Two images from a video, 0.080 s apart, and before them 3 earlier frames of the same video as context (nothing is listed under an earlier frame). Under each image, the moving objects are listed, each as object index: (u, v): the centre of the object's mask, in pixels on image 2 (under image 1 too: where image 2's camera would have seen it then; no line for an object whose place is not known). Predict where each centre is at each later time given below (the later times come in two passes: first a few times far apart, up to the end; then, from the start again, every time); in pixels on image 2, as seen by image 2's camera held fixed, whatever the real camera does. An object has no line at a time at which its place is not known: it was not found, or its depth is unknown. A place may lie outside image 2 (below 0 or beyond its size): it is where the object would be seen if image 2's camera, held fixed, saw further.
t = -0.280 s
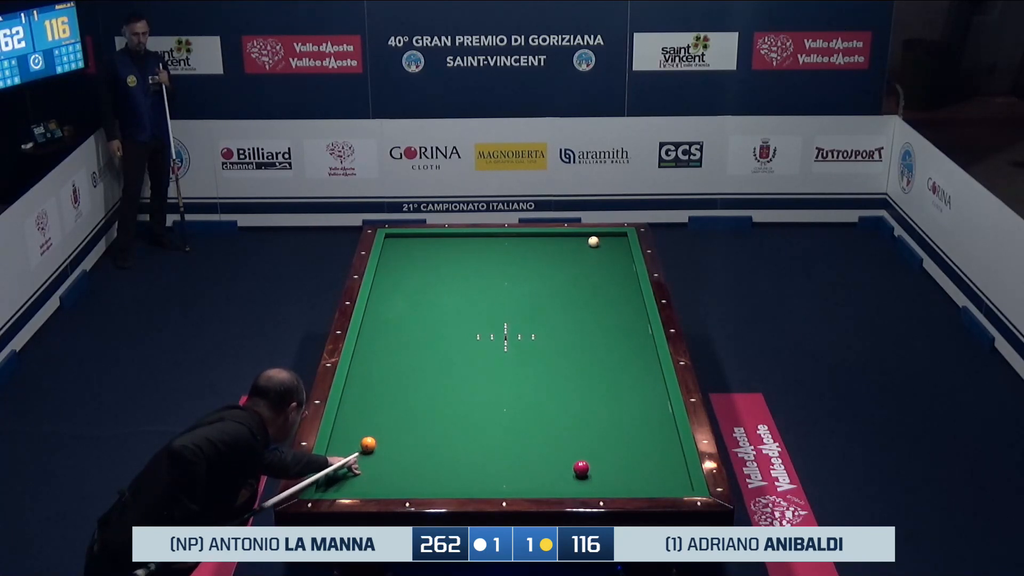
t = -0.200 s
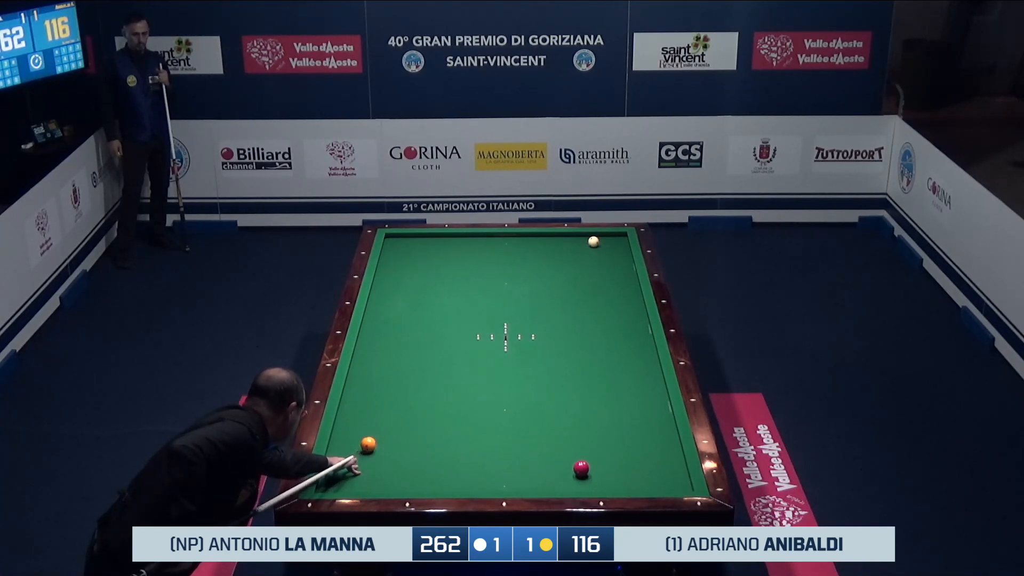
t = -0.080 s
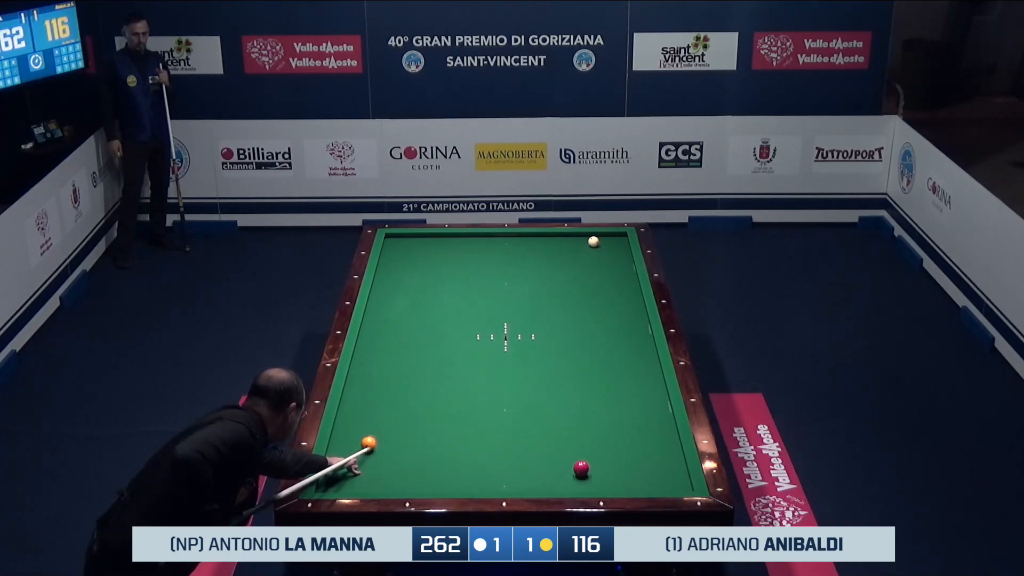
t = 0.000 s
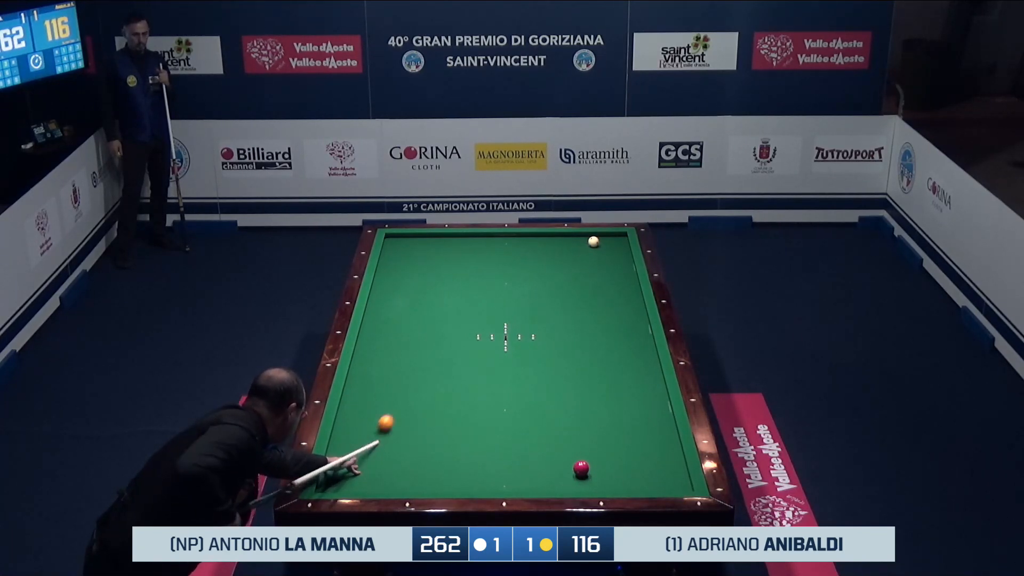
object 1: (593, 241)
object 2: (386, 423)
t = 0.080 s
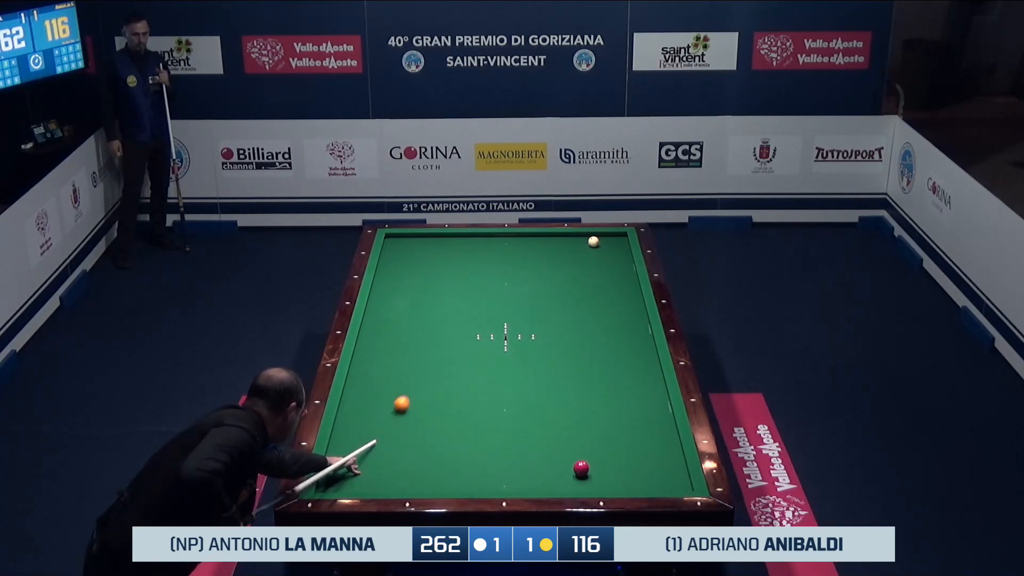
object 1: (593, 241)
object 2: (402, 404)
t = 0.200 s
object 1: (593, 241)
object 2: (423, 379)
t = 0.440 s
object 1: (593, 241)
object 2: (459, 341)
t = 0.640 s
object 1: (594, 241)
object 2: (483, 318)
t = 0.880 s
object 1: (593, 241)
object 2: (509, 294)
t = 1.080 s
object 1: (593, 241)
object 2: (529, 276)
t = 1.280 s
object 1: (593, 241)
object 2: (548, 259)
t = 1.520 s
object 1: (593, 241)
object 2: (568, 240)
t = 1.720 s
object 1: (599, 243)
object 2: (587, 239)
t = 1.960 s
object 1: (627, 254)
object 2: (593, 239)
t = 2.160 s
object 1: (616, 260)
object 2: (599, 239)
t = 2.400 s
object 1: (605, 267)
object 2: (606, 239)
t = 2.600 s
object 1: (597, 273)
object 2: (611, 239)
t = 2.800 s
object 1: (588, 280)
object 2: (616, 239)
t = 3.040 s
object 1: (577, 287)
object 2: (621, 238)
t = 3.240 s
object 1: (568, 294)
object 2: (622, 238)
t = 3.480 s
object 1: (557, 301)
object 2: (620, 239)
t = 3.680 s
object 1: (547, 307)
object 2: (618, 239)
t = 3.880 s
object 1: (538, 314)
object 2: (617, 240)
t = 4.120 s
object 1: (527, 321)
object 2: (616, 240)
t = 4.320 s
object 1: (517, 328)
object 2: (615, 240)
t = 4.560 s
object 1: (506, 335)
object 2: (614, 240)
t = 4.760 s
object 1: (496, 342)
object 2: (614, 240)
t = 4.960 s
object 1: (487, 348)
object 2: (614, 240)
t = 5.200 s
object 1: (476, 356)
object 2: (614, 240)
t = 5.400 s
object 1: (467, 362)
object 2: (614, 240)
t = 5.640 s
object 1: (455, 370)
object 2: (614, 240)
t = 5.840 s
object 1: (446, 377)
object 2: (614, 240)
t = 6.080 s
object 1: (435, 384)
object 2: (614, 240)
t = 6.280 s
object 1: (425, 390)
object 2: (614, 240)
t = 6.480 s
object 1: (416, 397)
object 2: (614, 240)
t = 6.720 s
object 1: (405, 404)
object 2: (614, 240)
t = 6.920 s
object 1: (397, 410)
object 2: (614, 240)
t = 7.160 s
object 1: (386, 418)
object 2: (614, 240)
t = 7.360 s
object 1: (378, 424)
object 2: (614, 240)
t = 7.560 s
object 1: (369, 429)
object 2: (614, 240)
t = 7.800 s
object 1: (359, 437)
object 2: (614, 240)
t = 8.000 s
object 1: (350, 443)
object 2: (614, 240)
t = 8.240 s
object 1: (340, 450)
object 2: (614, 240)
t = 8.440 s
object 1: (333, 455)
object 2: (614, 240)
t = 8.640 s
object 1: (334, 459)
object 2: (614, 240)
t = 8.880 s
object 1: (337, 464)
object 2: (614, 240)
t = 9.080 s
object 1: (339, 468)
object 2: (614, 240)
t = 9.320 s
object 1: (342, 472)
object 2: (614, 240)
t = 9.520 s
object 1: (344, 476)
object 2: (614, 240)
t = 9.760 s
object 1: (346, 480)
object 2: (614, 240)
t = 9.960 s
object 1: (348, 483)
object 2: (614, 240)
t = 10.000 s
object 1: (349, 483)
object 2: (614, 240)
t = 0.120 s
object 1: (593, 241)
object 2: (409, 395)
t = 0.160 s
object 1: (593, 241)
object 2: (416, 387)
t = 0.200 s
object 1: (593, 241)
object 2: (423, 379)
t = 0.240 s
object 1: (593, 241)
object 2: (430, 371)
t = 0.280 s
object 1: (593, 241)
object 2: (436, 364)
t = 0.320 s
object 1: (594, 241)
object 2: (442, 358)
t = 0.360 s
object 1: (593, 241)
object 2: (448, 352)
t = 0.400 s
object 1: (593, 241)
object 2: (453, 346)
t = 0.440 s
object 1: (593, 241)
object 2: (459, 341)
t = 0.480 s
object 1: (594, 241)
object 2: (464, 336)
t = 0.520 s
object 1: (593, 241)
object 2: (469, 331)
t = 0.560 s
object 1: (594, 241)
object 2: (474, 327)
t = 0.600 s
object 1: (593, 241)
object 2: (478, 322)
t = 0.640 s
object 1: (594, 241)
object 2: (483, 318)
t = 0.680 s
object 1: (593, 241)
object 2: (487, 314)
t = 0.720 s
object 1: (593, 241)
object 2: (492, 310)
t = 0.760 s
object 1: (593, 241)
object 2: (496, 306)
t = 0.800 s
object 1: (594, 241)
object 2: (501, 302)
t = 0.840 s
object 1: (594, 241)
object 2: (505, 298)
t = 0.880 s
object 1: (593, 241)
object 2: (509, 294)
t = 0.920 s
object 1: (593, 241)
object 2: (513, 290)
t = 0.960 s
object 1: (593, 241)
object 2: (517, 286)
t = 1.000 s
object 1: (593, 241)
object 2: (521, 283)
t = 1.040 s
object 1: (593, 241)
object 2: (525, 279)
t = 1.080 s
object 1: (593, 241)
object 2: (529, 276)
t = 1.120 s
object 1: (593, 241)
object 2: (533, 272)
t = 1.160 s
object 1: (593, 241)
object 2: (537, 269)
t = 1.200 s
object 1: (593, 241)
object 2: (540, 265)
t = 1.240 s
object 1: (593, 241)
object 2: (544, 262)
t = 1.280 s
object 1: (593, 241)
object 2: (548, 259)
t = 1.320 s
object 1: (593, 241)
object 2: (551, 256)
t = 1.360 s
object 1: (593, 241)
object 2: (555, 252)
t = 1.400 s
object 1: (593, 241)
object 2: (558, 249)
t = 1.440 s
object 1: (593, 241)
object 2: (561, 246)
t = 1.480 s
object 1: (593, 241)
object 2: (565, 243)
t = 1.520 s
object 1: (593, 241)
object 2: (568, 240)
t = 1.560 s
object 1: (593, 241)
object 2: (571, 237)
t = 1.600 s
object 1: (593, 241)
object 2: (574, 234)
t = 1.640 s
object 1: (593, 241)
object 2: (580, 236)
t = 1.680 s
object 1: (594, 241)
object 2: (585, 238)
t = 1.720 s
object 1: (599, 243)
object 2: (587, 239)
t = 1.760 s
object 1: (604, 245)
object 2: (587, 239)
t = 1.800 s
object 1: (609, 247)
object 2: (589, 239)
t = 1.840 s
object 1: (614, 249)
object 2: (590, 239)
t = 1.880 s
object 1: (619, 251)
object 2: (591, 239)
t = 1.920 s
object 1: (624, 252)
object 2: (592, 239)
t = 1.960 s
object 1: (627, 254)
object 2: (593, 239)
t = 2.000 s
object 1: (624, 255)
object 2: (595, 239)
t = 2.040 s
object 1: (622, 256)
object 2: (596, 239)
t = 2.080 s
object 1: (620, 258)
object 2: (597, 239)
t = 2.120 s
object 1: (618, 259)
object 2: (598, 239)
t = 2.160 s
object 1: (616, 260)
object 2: (599, 239)
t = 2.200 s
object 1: (615, 261)
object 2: (600, 239)
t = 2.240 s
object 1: (613, 263)
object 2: (601, 239)
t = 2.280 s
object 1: (611, 264)
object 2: (603, 239)
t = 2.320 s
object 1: (609, 265)
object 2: (604, 239)
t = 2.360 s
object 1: (607, 266)
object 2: (605, 239)
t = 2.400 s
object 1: (605, 267)
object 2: (606, 239)
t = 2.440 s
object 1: (604, 269)
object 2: (607, 239)
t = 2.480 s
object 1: (602, 270)
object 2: (608, 239)
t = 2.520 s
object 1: (600, 271)
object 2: (609, 239)
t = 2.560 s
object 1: (598, 272)
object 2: (610, 239)
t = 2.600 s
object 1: (597, 273)
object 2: (611, 239)
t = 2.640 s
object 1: (595, 275)
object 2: (612, 239)
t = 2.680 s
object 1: (593, 276)
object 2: (613, 239)
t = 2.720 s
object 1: (591, 277)
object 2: (614, 239)
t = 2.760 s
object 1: (589, 279)
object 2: (615, 238)
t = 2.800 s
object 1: (588, 280)
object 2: (616, 239)
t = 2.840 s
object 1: (586, 281)
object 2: (617, 238)
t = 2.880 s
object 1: (584, 282)
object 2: (618, 238)
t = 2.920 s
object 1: (582, 283)
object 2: (619, 238)
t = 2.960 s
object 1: (580, 285)
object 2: (620, 238)
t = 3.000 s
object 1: (579, 286)
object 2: (621, 238)
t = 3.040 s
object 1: (577, 287)
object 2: (621, 238)
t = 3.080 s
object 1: (575, 289)
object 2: (622, 238)
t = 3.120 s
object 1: (573, 290)
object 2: (623, 238)
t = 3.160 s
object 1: (571, 291)
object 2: (622, 238)
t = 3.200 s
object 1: (569, 292)
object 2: (622, 238)
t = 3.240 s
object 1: (568, 294)
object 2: (622, 238)
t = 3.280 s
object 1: (566, 295)
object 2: (622, 239)
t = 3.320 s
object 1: (564, 296)
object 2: (621, 239)
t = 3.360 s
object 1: (562, 297)
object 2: (621, 239)
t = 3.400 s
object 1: (560, 299)
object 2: (620, 239)
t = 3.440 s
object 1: (559, 300)
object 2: (620, 239)
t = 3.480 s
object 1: (557, 301)
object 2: (620, 239)
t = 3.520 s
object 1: (555, 302)
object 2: (620, 239)
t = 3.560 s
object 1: (553, 304)
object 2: (619, 239)
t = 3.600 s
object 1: (551, 305)
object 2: (619, 239)
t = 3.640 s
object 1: (549, 306)
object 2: (619, 239)
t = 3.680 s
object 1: (547, 307)
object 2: (618, 239)
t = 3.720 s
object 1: (546, 309)
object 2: (618, 239)
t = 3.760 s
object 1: (544, 310)
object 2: (618, 240)
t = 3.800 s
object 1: (542, 311)
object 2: (618, 240)
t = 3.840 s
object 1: (540, 313)
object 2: (618, 240)
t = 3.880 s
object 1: (538, 314)
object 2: (617, 240)
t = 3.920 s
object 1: (536, 315)
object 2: (617, 240)
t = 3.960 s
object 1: (534, 316)
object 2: (617, 240)
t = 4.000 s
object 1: (533, 318)
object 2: (616, 240)
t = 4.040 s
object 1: (531, 319)
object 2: (616, 240)
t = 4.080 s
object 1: (529, 320)
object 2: (616, 240)
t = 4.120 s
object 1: (527, 321)
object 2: (616, 240)
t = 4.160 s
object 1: (525, 323)
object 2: (616, 240)
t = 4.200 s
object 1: (523, 324)
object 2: (615, 240)
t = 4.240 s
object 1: (521, 325)
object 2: (615, 240)
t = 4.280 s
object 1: (519, 327)
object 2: (615, 240)
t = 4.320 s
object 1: (517, 328)
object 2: (615, 240)
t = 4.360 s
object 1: (515, 329)
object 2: (615, 240)
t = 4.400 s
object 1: (513, 330)
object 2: (614, 240)
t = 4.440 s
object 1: (511, 332)
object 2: (614, 240)
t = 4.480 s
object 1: (510, 333)
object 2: (614, 240)
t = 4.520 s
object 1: (508, 334)
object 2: (614, 240)
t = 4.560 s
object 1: (506, 335)
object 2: (614, 240)
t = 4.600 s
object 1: (504, 337)
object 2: (614, 240)
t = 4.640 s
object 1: (502, 338)
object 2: (614, 240)
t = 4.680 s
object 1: (500, 339)
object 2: (614, 240)
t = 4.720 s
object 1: (498, 341)
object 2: (614, 240)
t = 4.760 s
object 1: (496, 342)
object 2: (614, 240)
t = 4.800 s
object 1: (495, 343)
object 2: (614, 240)
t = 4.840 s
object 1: (493, 345)
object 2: (614, 240)
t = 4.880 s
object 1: (491, 346)
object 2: (614, 240)
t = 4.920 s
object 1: (489, 347)
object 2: (614, 240)
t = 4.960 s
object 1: (487, 348)
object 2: (614, 240)
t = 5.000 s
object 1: (485, 350)
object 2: (614, 240)
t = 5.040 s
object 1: (484, 350)
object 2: (614, 240)
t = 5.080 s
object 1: (482, 352)
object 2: (614, 240)
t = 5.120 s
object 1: (480, 353)
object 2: (614, 240)
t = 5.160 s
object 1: (478, 355)
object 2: (614, 240)
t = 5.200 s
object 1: (476, 356)
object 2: (614, 240)
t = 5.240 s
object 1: (474, 357)
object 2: (614, 240)
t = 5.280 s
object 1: (472, 359)
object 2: (614, 240)
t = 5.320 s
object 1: (470, 360)
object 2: (614, 240)
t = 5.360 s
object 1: (468, 361)
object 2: (614, 240)
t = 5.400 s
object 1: (467, 362)
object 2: (614, 240)
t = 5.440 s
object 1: (464, 364)
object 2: (614, 241)
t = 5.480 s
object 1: (463, 365)
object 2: (614, 240)
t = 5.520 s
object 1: (461, 366)
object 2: (614, 240)
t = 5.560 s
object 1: (459, 368)
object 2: (614, 240)
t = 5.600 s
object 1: (457, 369)
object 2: (614, 240)
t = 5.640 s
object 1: (455, 370)
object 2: (614, 240)
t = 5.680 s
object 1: (453, 372)
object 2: (614, 240)
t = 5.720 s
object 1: (451, 373)
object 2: (614, 240)
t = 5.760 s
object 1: (449, 374)
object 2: (614, 240)
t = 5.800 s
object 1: (447, 375)
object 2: (614, 240)
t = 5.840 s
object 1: (446, 377)
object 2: (614, 240)
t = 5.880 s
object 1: (444, 378)
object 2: (614, 240)
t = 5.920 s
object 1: (442, 379)
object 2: (614, 240)
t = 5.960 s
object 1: (440, 380)
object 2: (614, 240)
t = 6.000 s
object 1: (438, 382)
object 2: (614, 240)
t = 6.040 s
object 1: (436, 383)
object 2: (614, 240)
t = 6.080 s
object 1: (435, 384)
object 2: (614, 240)
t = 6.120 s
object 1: (433, 385)
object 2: (614, 240)
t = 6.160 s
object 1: (431, 387)
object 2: (614, 240)
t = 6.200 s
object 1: (429, 388)
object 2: (614, 240)
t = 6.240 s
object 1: (427, 389)
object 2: (614, 241)
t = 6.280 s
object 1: (425, 390)
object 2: (614, 240)
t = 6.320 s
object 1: (424, 392)
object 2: (614, 240)
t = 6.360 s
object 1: (422, 393)
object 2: (614, 240)
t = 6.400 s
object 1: (420, 394)
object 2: (614, 240)
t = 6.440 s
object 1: (418, 395)
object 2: (614, 240)
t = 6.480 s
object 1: (416, 397)
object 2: (614, 240)
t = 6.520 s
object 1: (415, 398)
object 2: (614, 240)
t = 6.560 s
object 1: (413, 399)
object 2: (614, 240)
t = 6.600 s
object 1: (411, 400)
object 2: (614, 240)
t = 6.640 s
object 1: (409, 402)
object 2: (614, 240)
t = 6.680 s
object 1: (407, 403)
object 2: (614, 240)
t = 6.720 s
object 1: (405, 404)
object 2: (614, 240)
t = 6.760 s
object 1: (404, 405)
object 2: (614, 240)
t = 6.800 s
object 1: (402, 407)
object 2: (614, 240)
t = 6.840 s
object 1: (400, 408)
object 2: (614, 240)
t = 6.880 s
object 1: (398, 409)
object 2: (614, 240)
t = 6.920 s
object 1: (397, 410)
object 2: (614, 240)
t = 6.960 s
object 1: (395, 412)
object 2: (614, 240)
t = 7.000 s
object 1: (393, 413)
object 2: (614, 240)
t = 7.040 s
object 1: (392, 414)
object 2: (614, 240)
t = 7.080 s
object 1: (390, 415)
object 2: (614, 240)
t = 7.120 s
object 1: (388, 416)
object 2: (614, 240)
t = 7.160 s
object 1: (386, 418)
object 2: (614, 240)
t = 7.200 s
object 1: (384, 419)
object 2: (614, 240)
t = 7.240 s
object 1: (383, 420)
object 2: (614, 240)
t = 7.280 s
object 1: (381, 421)
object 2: (614, 240)
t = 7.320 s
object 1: (379, 423)
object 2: (614, 240)
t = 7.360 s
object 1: (378, 424)
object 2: (614, 240)
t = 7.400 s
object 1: (376, 425)
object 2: (614, 240)
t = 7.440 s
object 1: (374, 426)
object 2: (614, 240)
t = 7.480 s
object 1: (372, 427)
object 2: (614, 240)
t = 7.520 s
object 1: (371, 429)
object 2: (614, 240)
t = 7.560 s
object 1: (369, 429)
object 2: (614, 240)
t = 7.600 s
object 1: (367, 431)
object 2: (614, 240)
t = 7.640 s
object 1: (366, 432)
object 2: (614, 240)
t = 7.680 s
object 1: (364, 433)
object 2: (614, 240)
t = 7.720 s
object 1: (362, 435)
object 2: (614, 240)
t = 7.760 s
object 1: (361, 436)
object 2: (614, 240)
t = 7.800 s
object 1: (359, 437)
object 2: (614, 240)
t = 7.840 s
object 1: (357, 438)
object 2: (614, 240)
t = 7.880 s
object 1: (355, 439)
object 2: (614, 240)
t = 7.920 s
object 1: (354, 440)
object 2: (614, 240)
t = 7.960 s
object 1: (352, 441)
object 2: (614, 240)
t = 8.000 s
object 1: (350, 443)
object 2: (614, 240)
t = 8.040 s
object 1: (349, 444)
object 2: (614, 240)
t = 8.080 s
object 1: (347, 445)
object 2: (614, 240)
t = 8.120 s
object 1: (345, 446)
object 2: (614, 240)
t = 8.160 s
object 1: (344, 447)
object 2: (614, 240)
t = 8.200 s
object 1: (342, 448)
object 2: (614, 240)
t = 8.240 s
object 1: (340, 450)
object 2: (614, 240)
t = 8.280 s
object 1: (339, 451)
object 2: (614, 240)
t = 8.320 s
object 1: (337, 452)
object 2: (614, 240)
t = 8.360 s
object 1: (335, 453)
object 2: (614, 240)
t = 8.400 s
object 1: (334, 454)
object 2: (614, 240)
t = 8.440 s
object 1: (333, 455)
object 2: (614, 240)
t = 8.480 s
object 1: (333, 456)
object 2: (614, 240)
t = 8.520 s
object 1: (333, 457)
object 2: (614, 240)
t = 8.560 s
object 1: (333, 458)
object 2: (614, 240)
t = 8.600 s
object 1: (334, 458)
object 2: (614, 240)
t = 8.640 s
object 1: (334, 459)
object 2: (614, 240)
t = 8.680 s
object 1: (335, 460)
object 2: (614, 240)
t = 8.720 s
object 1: (336, 461)
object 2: (614, 240)
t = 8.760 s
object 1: (336, 462)
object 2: (614, 240)
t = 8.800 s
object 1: (336, 463)
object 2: (614, 240)
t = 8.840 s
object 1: (337, 464)
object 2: (614, 240)
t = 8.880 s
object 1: (337, 464)
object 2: (614, 240)
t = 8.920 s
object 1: (338, 465)
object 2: (614, 240)
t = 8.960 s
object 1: (338, 466)
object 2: (614, 240)
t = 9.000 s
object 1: (339, 467)
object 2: (614, 240)
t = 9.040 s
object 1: (339, 467)
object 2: (614, 240)
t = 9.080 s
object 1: (339, 468)
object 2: (614, 240)
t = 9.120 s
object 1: (340, 469)
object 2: (614, 240)
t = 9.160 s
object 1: (340, 470)
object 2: (614, 240)
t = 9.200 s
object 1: (340, 470)
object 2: (614, 240)
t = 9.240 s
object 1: (341, 471)
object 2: (614, 240)
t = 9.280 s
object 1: (341, 472)
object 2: (614, 240)
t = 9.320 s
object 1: (342, 472)
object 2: (614, 240)
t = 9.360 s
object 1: (342, 473)
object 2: (614, 240)
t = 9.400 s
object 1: (342, 474)
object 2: (614, 240)
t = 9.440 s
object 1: (343, 474)
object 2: (614, 240)
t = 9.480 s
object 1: (343, 475)
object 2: (614, 240)
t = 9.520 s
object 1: (344, 476)
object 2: (614, 240)
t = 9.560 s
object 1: (344, 477)
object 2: (614, 240)
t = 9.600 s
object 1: (344, 477)
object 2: (614, 240)
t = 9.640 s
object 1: (345, 478)
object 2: (614, 240)
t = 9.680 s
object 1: (345, 479)
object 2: (614, 240)
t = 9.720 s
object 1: (345, 479)
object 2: (614, 240)
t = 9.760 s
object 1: (346, 480)
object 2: (614, 240)
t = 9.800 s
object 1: (347, 480)
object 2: (614, 240)
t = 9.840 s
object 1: (347, 481)
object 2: (614, 240)
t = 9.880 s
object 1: (348, 482)
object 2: (614, 240)
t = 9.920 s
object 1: (348, 482)
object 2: (614, 240)
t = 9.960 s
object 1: (348, 483)
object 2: (614, 240)
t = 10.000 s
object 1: (349, 483)
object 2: (614, 240)
